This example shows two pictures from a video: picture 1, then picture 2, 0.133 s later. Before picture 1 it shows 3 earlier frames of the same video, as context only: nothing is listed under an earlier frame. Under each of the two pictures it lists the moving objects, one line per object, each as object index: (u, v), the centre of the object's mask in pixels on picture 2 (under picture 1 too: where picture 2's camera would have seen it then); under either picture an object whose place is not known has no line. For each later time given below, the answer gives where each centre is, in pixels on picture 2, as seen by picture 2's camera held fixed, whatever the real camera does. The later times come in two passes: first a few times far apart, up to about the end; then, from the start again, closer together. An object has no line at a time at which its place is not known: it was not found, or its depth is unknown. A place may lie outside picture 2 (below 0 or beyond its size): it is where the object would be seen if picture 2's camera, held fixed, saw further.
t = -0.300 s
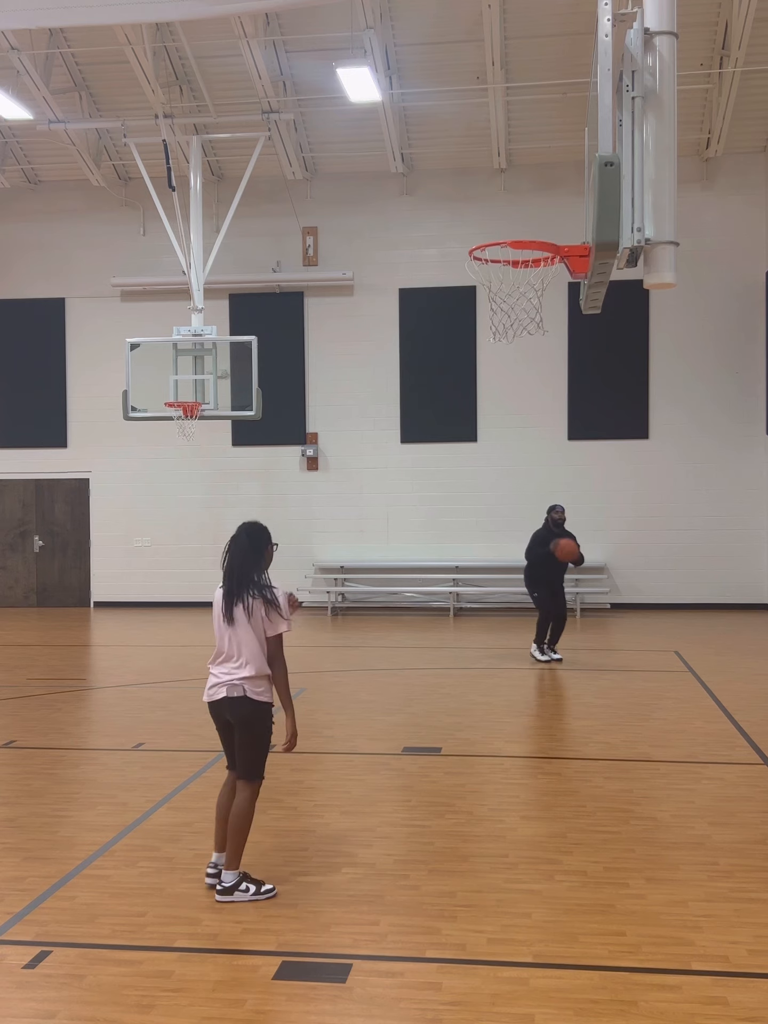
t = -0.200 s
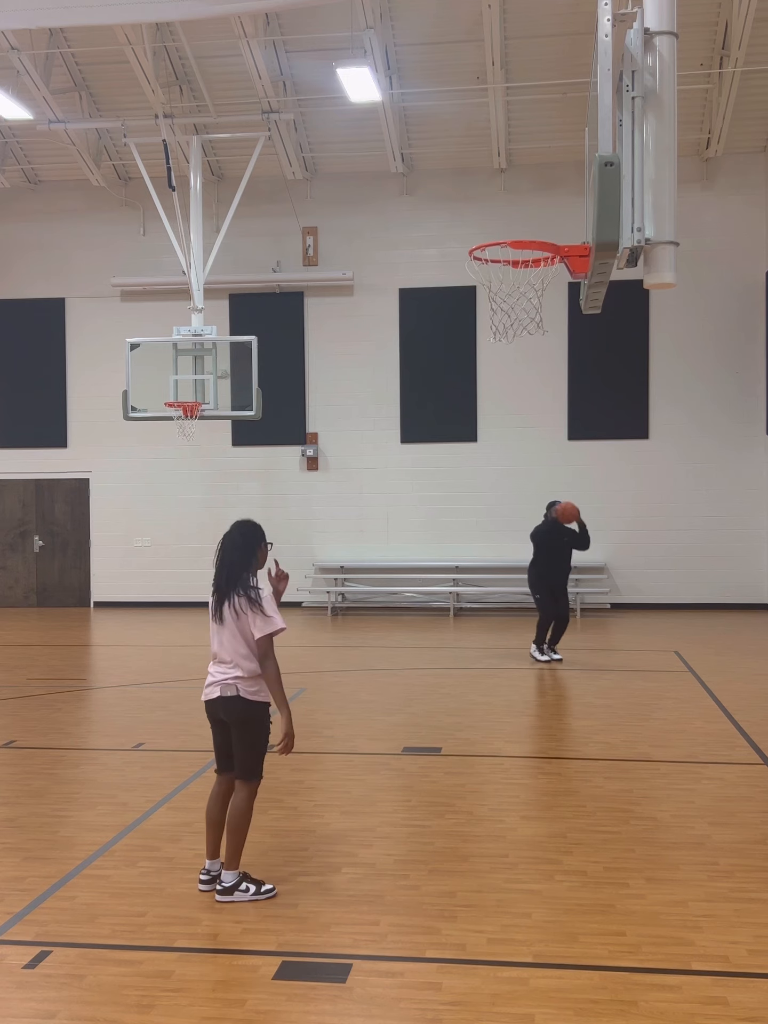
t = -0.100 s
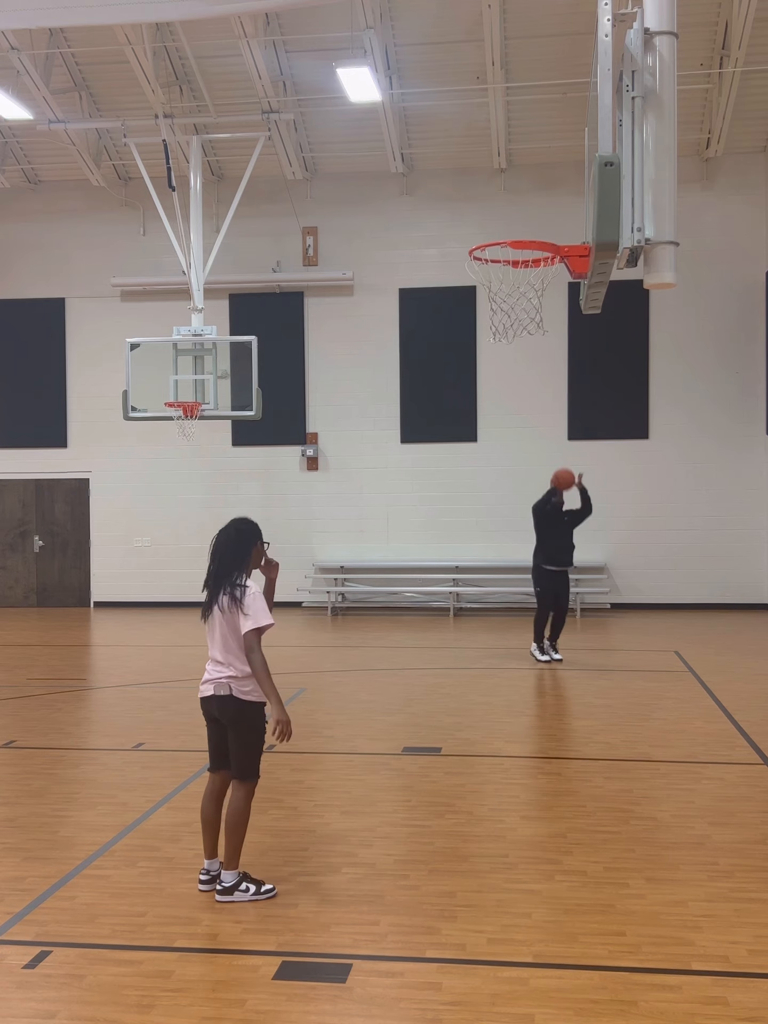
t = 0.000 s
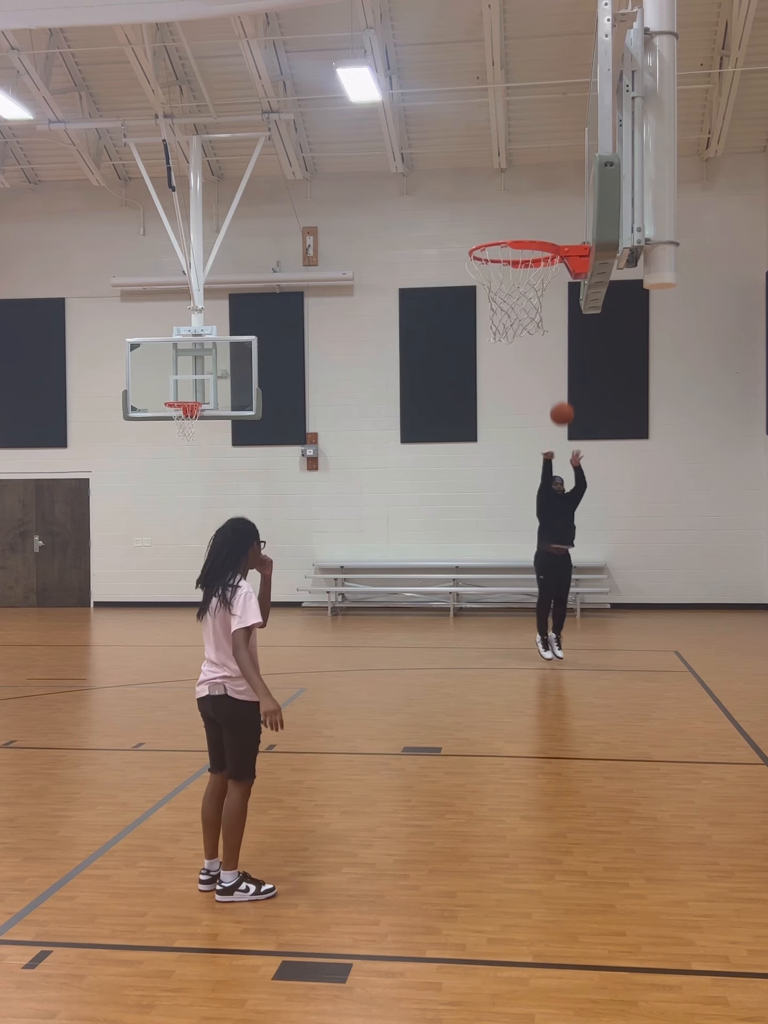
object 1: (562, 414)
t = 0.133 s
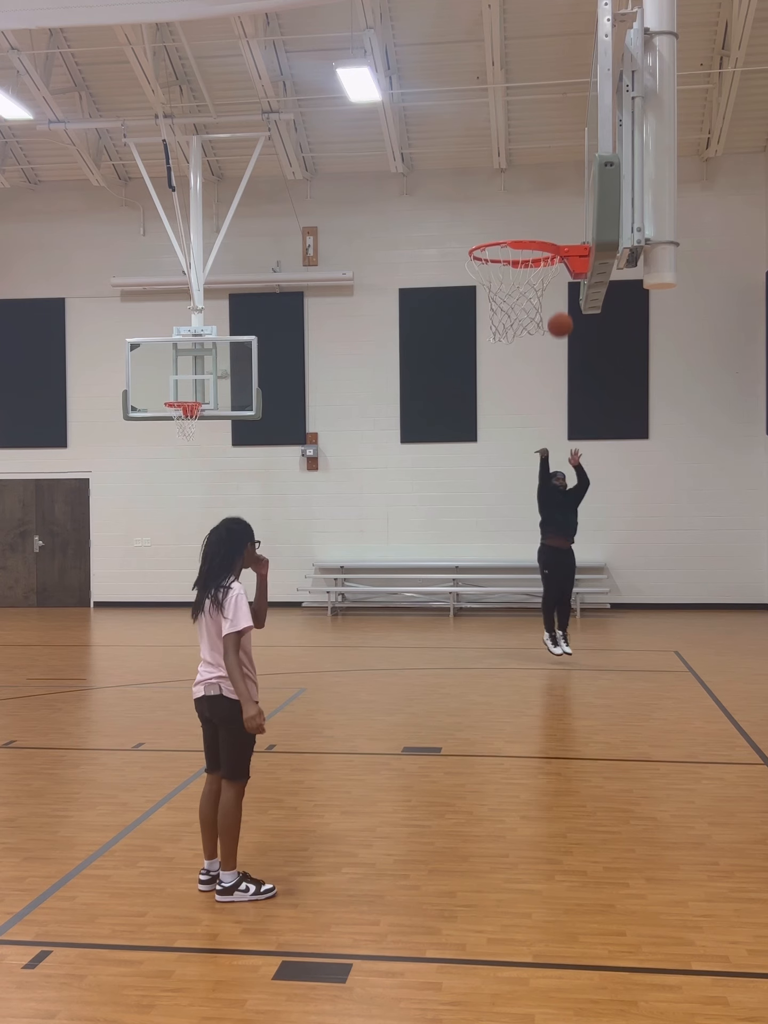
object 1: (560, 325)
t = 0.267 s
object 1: (559, 239)
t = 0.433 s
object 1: (555, 162)
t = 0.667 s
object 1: (548, 85)
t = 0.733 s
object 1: (546, 73)
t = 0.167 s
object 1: (560, 304)
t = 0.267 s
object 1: (559, 239)
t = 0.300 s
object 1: (558, 227)
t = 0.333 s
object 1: (557, 210)
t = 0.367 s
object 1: (557, 193)
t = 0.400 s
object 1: (556, 177)
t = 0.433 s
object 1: (555, 162)
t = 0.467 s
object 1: (554, 148)
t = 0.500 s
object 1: (554, 135)
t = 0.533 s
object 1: (553, 123)
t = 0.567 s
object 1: (551, 112)
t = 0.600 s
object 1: (551, 101)
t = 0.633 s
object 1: (550, 93)
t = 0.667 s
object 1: (548, 85)
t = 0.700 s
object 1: (547, 78)
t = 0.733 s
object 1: (546, 73)
